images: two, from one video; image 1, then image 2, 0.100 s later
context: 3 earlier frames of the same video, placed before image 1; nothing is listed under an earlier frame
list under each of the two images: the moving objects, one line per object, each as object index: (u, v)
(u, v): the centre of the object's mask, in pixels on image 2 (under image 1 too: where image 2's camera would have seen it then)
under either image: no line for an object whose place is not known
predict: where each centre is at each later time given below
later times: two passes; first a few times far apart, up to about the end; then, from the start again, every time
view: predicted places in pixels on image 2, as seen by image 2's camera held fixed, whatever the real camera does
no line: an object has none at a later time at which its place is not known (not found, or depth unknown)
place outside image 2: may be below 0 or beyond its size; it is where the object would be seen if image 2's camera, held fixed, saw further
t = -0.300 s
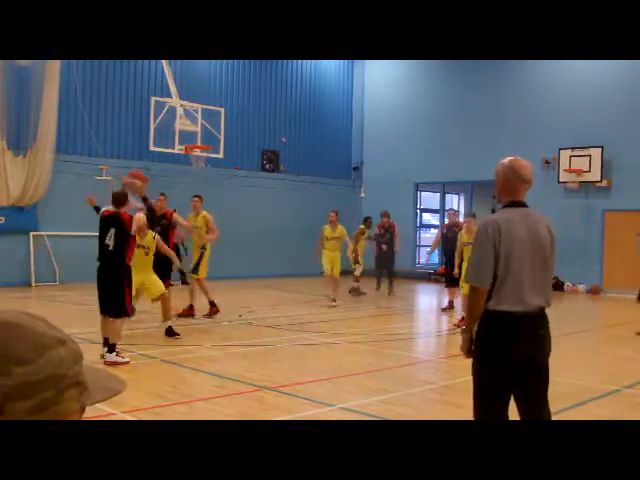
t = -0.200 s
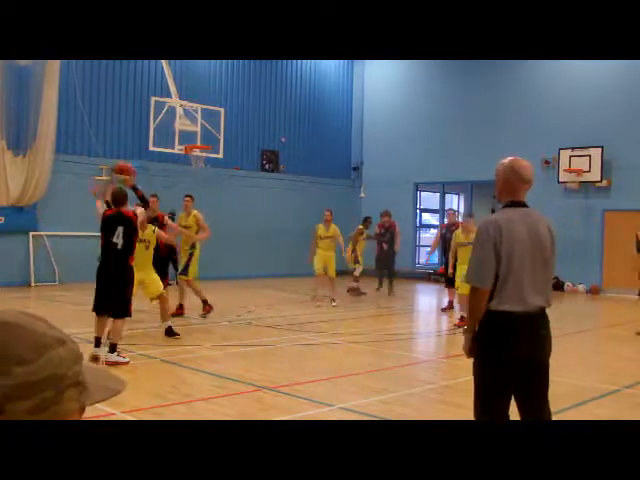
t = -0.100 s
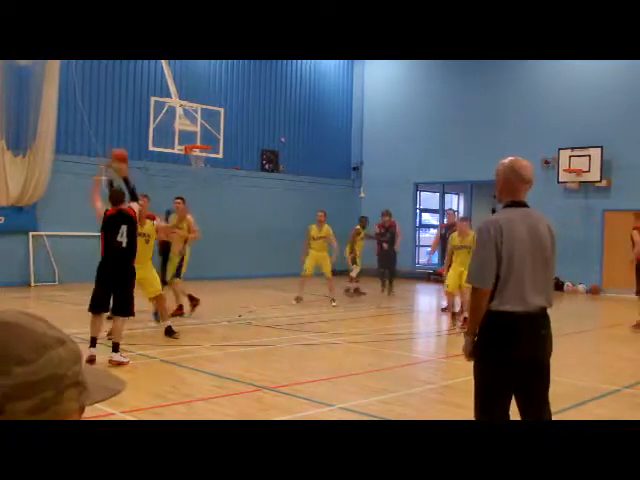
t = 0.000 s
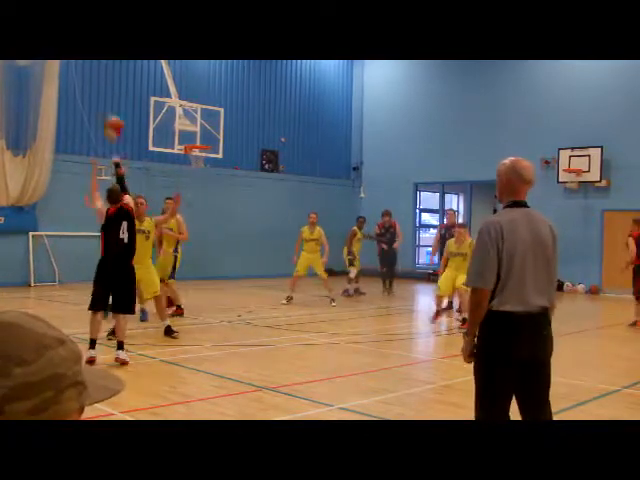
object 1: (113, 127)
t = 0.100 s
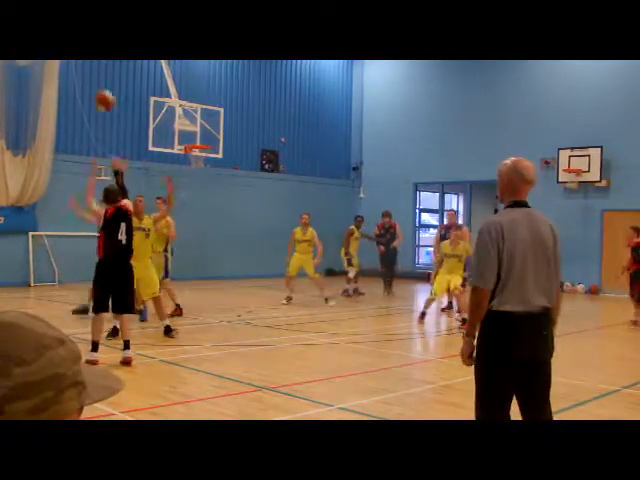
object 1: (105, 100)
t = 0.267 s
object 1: (91, 77)
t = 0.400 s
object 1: (84, 78)
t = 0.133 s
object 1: (102, 93)
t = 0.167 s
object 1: (99, 88)
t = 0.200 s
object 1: (97, 84)
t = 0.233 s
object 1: (94, 79)
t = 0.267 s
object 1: (91, 77)
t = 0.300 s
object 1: (87, 76)
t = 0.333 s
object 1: (86, 76)
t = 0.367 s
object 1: (86, 76)
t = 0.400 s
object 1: (84, 78)
